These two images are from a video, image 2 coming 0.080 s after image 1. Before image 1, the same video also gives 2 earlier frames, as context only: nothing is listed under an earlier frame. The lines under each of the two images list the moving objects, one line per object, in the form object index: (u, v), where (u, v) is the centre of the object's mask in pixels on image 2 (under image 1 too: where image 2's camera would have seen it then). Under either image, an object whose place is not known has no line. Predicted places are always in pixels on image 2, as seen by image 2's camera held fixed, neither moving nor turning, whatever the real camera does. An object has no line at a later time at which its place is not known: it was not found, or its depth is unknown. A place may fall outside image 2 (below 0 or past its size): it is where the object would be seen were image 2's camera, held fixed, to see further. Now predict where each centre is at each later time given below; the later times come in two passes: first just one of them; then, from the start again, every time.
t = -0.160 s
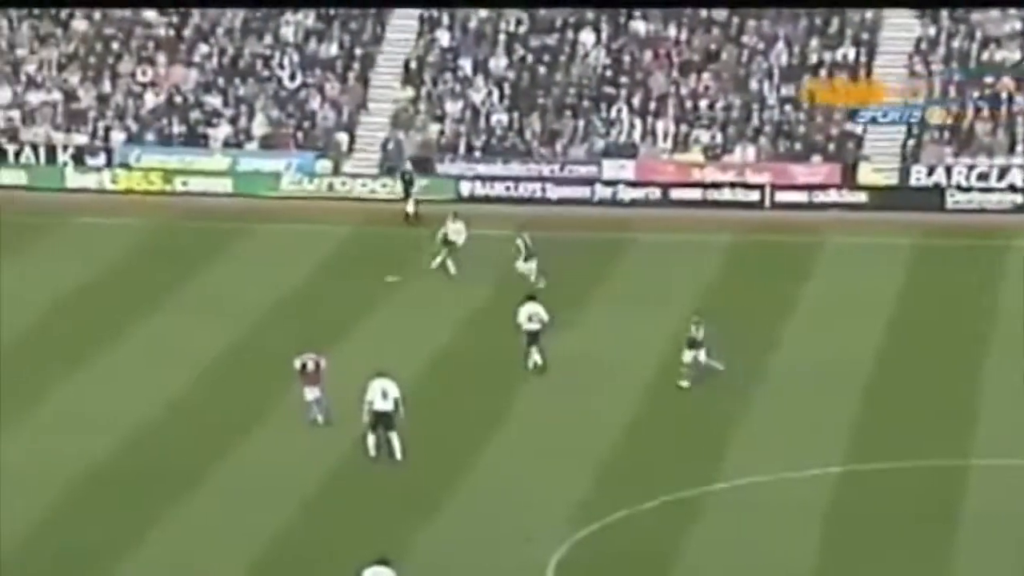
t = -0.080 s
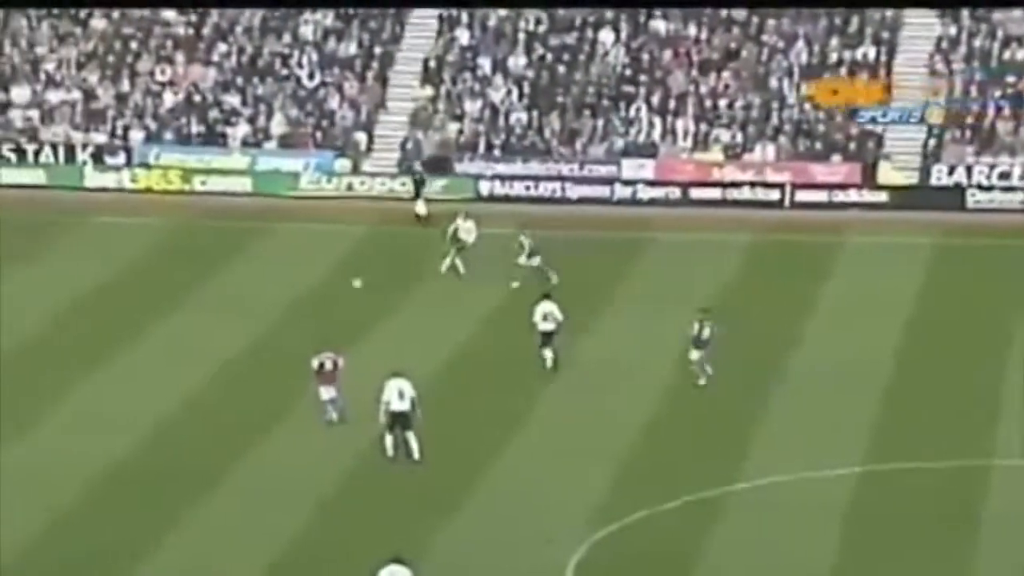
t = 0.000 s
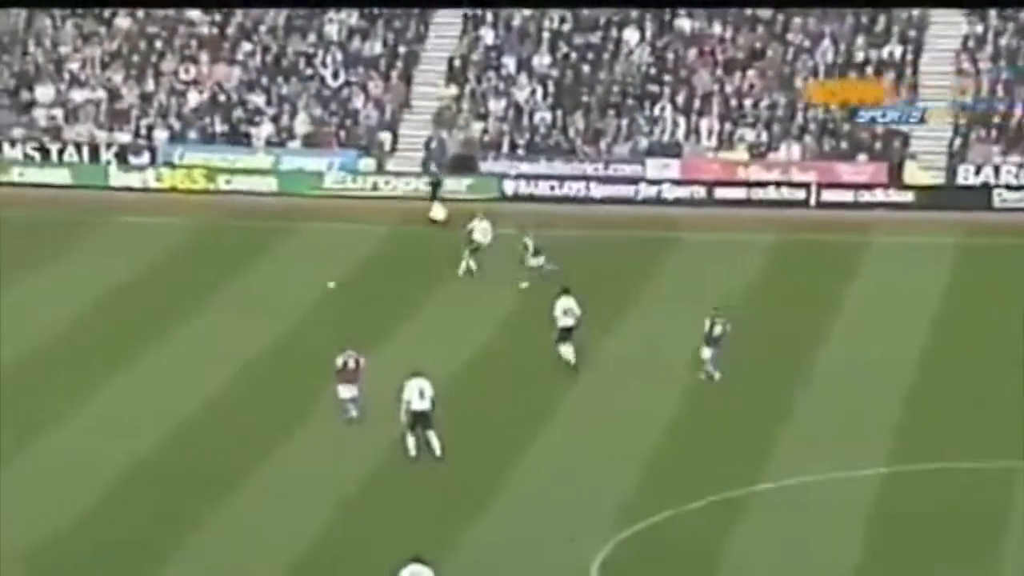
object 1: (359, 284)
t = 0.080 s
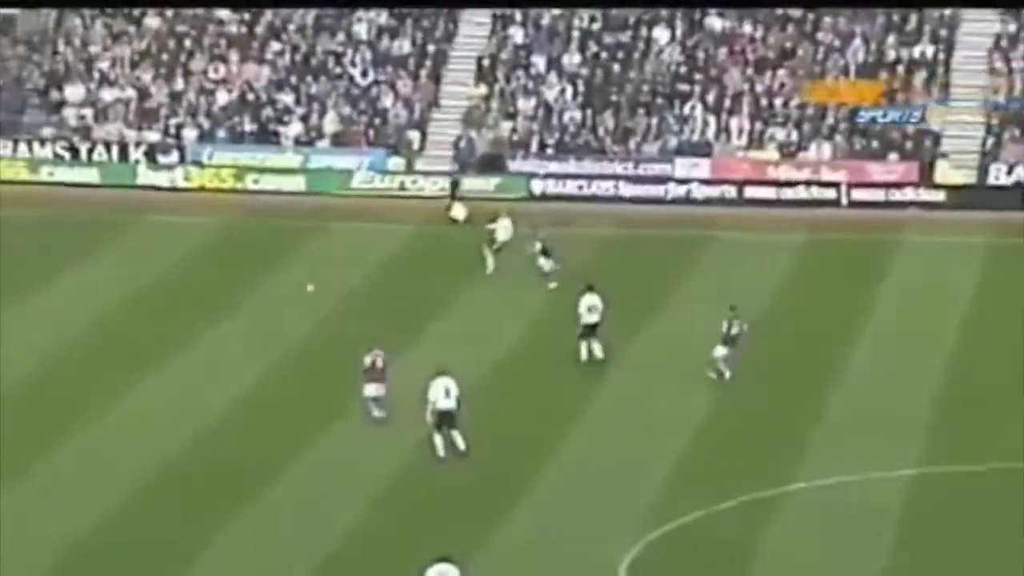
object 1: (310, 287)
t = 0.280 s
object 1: (196, 296)
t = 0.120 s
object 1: (286, 289)
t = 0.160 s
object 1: (264, 290)
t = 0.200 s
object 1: (242, 292)
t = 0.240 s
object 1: (218, 295)
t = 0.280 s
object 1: (196, 296)
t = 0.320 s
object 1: (174, 297)
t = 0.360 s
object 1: (152, 298)
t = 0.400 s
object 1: (131, 301)
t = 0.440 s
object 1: (110, 302)
